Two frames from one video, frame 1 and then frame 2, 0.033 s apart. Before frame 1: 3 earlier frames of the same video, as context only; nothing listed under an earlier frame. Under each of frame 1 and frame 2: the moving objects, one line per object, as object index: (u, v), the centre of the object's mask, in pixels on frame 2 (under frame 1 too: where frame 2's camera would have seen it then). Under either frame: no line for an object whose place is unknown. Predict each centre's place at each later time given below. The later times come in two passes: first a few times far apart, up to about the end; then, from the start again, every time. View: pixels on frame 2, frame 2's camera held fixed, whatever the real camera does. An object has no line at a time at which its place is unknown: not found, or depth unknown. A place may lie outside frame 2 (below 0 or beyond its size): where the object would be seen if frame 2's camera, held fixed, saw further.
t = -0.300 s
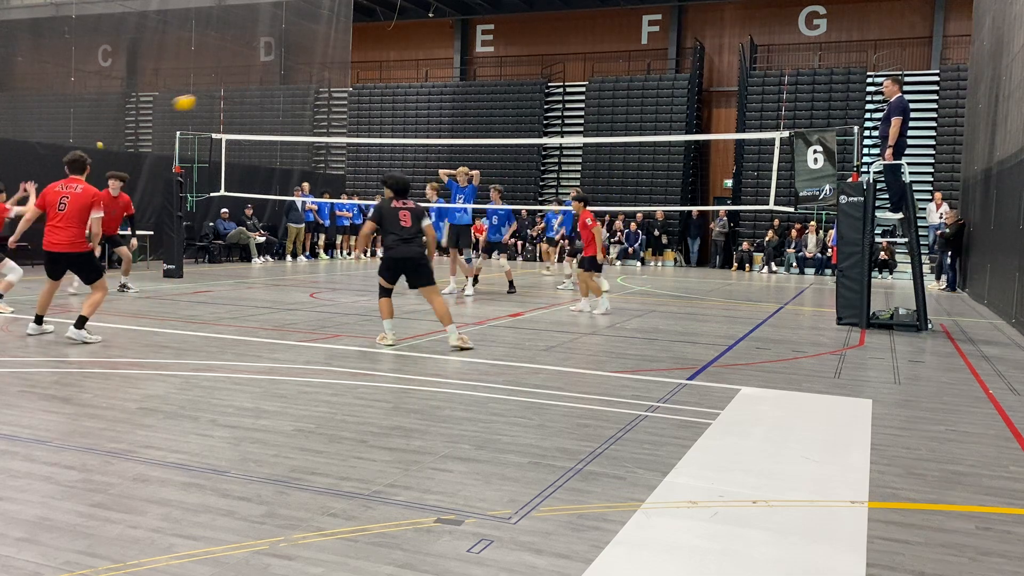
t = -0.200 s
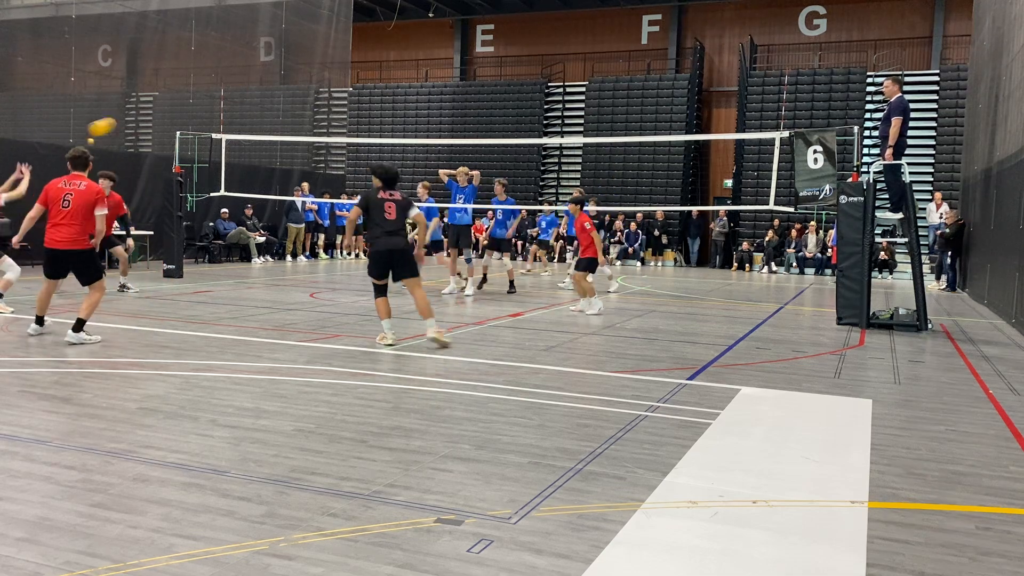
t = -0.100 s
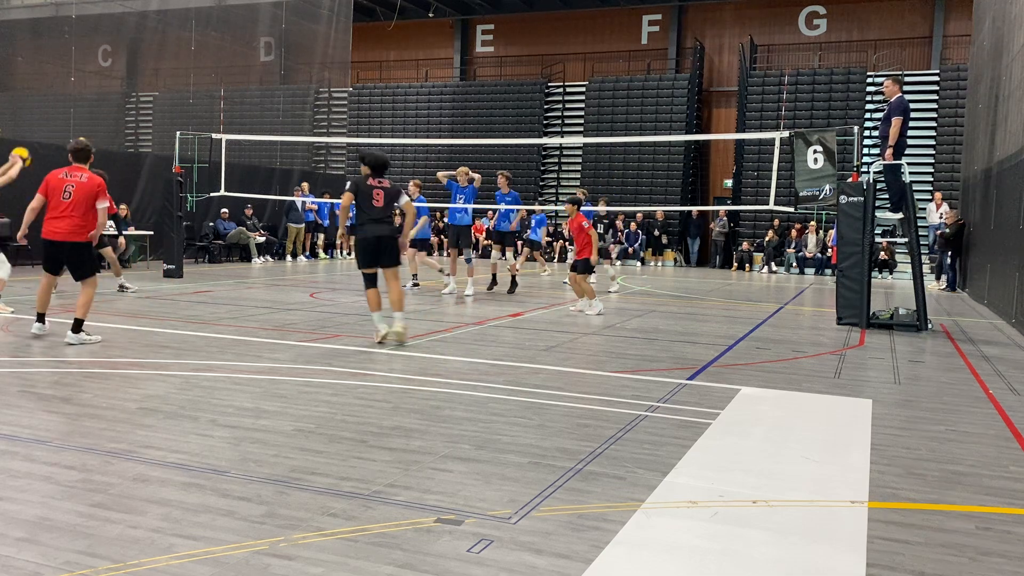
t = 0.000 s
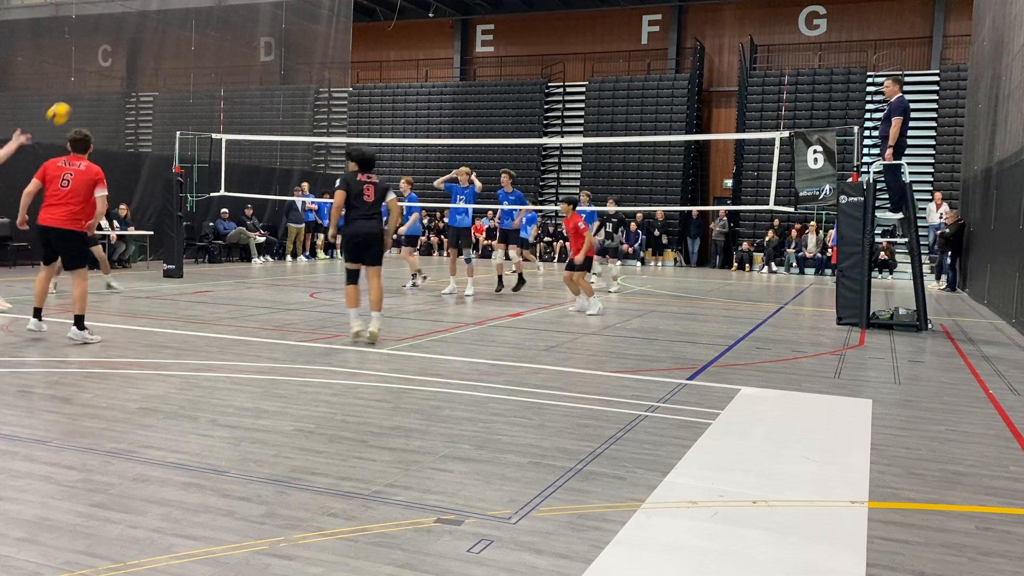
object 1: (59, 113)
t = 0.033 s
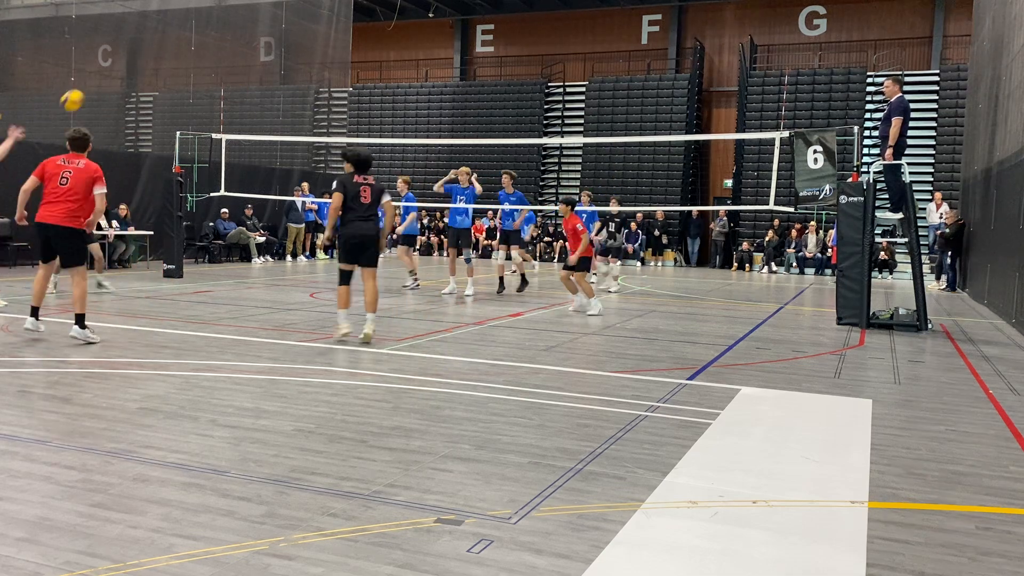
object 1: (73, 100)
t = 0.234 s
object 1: (149, 45)
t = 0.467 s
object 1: (229, 26)
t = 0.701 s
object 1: (301, 51)
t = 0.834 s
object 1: (339, 83)
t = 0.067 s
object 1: (86, 88)
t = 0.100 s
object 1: (99, 77)
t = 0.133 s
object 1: (111, 67)
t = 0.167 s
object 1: (123, 59)
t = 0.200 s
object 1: (136, 51)
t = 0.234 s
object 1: (149, 45)
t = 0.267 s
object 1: (160, 39)
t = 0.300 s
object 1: (172, 35)
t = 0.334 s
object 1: (183, 31)
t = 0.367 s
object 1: (195, 28)
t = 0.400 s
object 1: (207, 27)
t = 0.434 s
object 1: (218, 26)
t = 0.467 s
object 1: (229, 26)
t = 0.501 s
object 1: (240, 27)
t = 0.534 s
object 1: (250, 29)
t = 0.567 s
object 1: (261, 32)
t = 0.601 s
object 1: (271, 35)
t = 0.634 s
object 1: (281, 40)
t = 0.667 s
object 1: (291, 45)
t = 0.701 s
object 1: (301, 51)
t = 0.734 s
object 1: (311, 57)
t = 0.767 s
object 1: (320, 65)
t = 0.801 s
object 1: (330, 74)
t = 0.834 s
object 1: (339, 83)
